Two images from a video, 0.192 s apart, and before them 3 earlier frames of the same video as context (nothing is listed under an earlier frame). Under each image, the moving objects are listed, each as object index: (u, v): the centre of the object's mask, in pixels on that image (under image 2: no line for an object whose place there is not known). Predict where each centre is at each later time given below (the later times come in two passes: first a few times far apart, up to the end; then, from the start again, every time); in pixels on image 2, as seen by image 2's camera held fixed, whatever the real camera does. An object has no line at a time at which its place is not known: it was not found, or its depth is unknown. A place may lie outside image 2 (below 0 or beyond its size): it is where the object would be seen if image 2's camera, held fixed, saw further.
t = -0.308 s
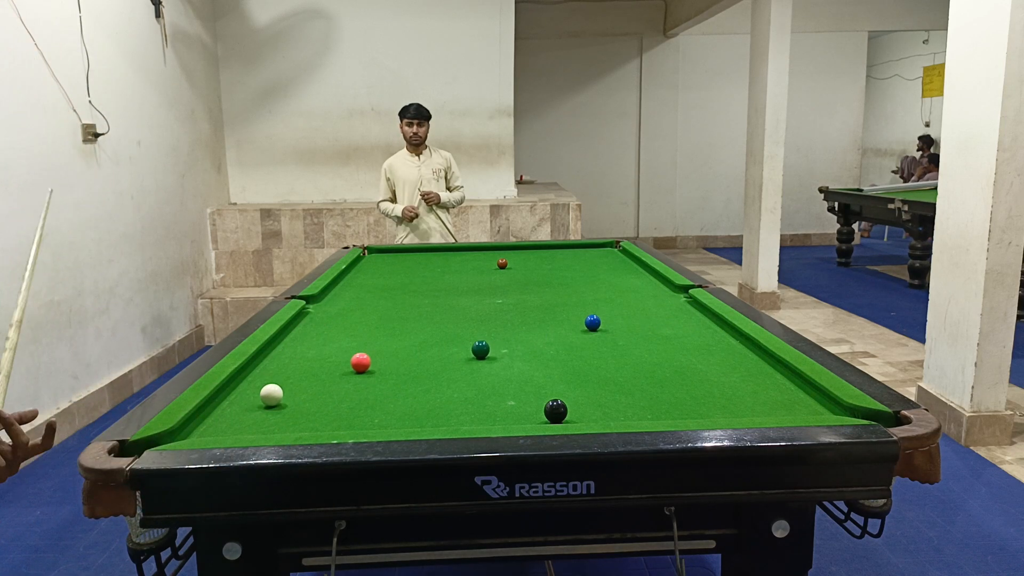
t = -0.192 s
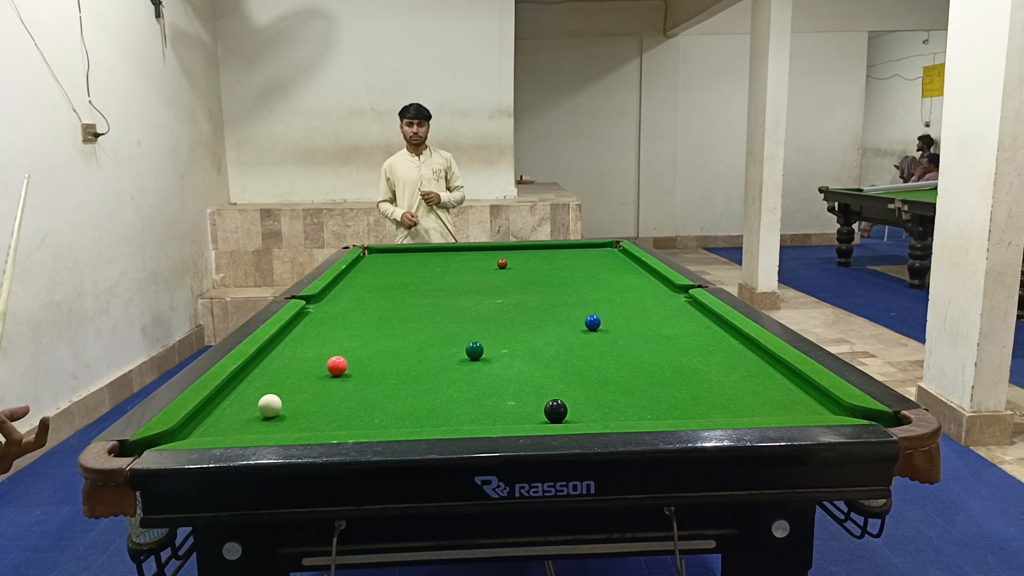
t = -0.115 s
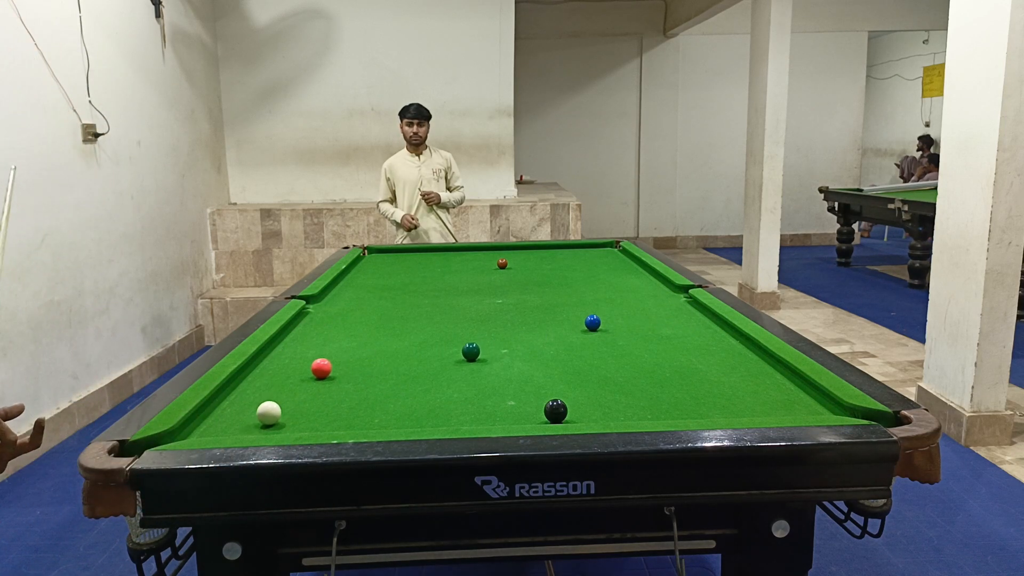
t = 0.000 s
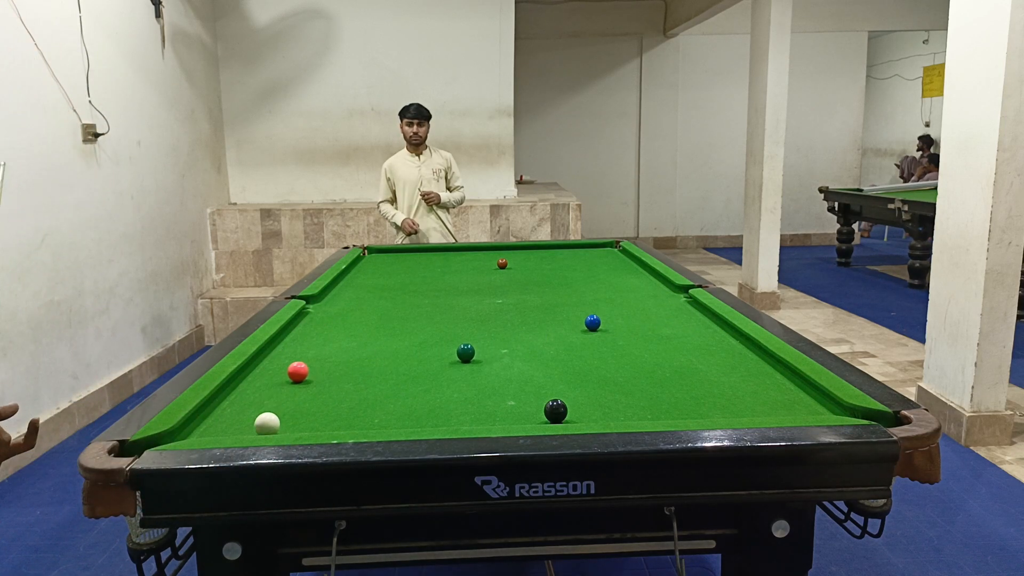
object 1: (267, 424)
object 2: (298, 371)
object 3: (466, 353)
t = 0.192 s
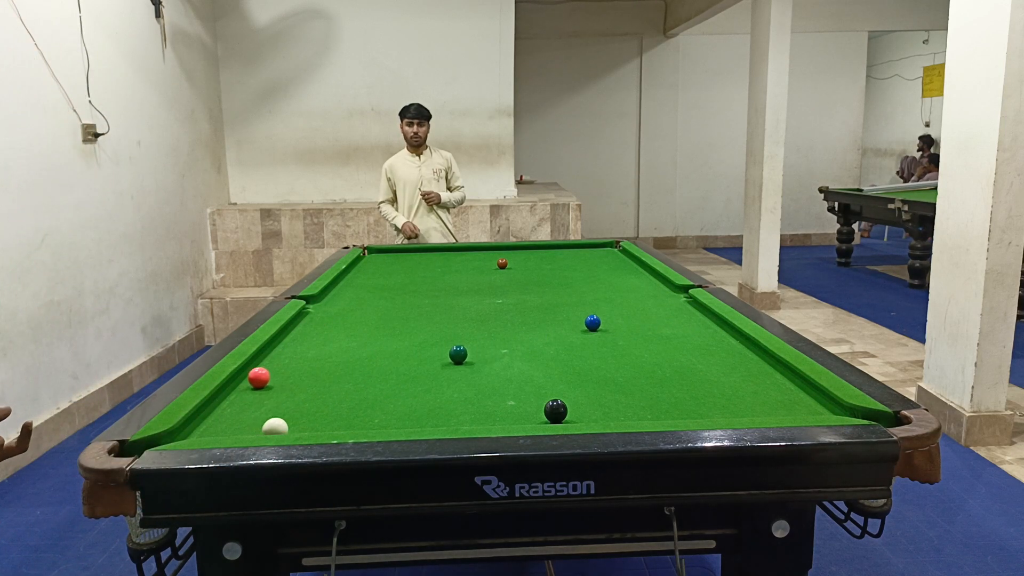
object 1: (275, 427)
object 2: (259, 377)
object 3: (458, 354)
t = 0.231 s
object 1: (280, 425)
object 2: (251, 379)
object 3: (457, 355)
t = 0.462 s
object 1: (305, 408)
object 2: (257, 382)
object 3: (450, 356)
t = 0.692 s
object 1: (326, 393)
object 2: (285, 383)
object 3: (446, 357)
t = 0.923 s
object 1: (344, 381)
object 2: (310, 385)
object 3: (443, 358)
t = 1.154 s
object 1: (358, 370)
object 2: (333, 387)
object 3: (442, 358)
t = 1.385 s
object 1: (370, 362)
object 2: (353, 389)
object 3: (442, 358)
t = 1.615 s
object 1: (380, 355)
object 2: (370, 390)
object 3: (442, 358)
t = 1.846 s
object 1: (388, 349)
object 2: (384, 391)
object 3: (442, 358)
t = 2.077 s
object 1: (395, 344)
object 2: (395, 392)
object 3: (442, 358)
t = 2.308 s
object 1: (400, 340)
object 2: (403, 393)
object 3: (442, 358)
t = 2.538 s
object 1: (405, 336)
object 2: (408, 394)
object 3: (442, 358)
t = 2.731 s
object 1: (408, 334)
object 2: (410, 394)
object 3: (442, 358)
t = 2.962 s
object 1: (411, 333)
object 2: (410, 394)
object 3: (442, 358)
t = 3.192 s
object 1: (413, 331)
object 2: (410, 394)
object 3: (442, 358)
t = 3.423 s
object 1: (415, 331)
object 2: (410, 394)
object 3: (442, 358)
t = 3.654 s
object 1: (415, 331)
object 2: (410, 394)
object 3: (442, 358)
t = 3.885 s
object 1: (415, 331)
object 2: (410, 394)
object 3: (442, 358)
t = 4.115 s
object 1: (415, 331)
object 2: (410, 394)
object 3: (442, 358)
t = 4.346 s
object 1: (415, 331)
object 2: (410, 394)
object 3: (442, 358)
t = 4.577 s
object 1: (415, 331)
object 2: (410, 394)
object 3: (442, 358)
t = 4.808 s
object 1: (415, 331)
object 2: (410, 394)
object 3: (442, 358)
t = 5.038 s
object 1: (415, 331)
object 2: (410, 394)
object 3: (442, 358)
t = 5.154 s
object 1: (415, 331)
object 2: (410, 394)
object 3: (442, 358)
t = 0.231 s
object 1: (280, 425)
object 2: (251, 379)
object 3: (457, 355)
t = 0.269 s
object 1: (284, 423)
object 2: (243, 380)
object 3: (456, 355)
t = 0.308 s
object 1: (289, 420)
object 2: (237, 381)
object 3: (454, 355)
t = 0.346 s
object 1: (293, 417)
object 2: (242, 381)
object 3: (453, 356)
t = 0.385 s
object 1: (297, 414)
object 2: (247, 381)
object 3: (452, 356)
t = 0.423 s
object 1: (301, 411)
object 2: (252, 382)
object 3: (451, 356)
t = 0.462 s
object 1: (305, 408)
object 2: (257, 382)
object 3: (450, 356)
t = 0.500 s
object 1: (309, 405)
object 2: (262, 382)
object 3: (449, 356)
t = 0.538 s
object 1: (312, 403)
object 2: (267, 382)
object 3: (449, 357)
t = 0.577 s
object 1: (316, 400)
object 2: (271, 383)
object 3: (448, 357)
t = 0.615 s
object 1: (320, 398)
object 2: (276, 383)
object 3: (447, 357)
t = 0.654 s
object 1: (323, 396)
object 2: (281, 383)
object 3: (446, 357)
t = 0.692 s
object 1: (326, 393)
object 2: (285, 383)
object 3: (446, 357)
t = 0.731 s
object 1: (329, 391)
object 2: (290, 384)
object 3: (445, 357)
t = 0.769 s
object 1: (333, 389)
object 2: (294, 384)
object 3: (445, 357)
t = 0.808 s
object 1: (335, 387)
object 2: (298, 384)
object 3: (444, 358)
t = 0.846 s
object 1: (338, 385)
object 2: (302, 385)
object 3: (443, 358)
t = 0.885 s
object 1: (341, 383)
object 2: (306, 385)
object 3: (443, 358)
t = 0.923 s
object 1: (344, 381)
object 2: (310, 385)
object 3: (443, 358)
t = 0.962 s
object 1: (346, 379)
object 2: (314, 386)
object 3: (443, 358)
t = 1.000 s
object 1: (349, 377)
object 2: (318, 386)
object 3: (443, 358)
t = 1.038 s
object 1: (351, 375)
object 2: (322, 386)
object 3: (443, 358)
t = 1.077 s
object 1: (354, 373)
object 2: (326, 386)
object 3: (442, 358)
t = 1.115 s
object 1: (356, 372)
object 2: (330, 387)
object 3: (442, 358)
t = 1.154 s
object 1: (358, 370)
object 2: (333, 387)
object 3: (442, 358)
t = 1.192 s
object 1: (360, 369)
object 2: (337, 387)
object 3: (442, 358)
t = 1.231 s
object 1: (363, 367)
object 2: (340, 387)
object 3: (442, 358)
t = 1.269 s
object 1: (364, 366)
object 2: (344, 388)
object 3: (442, 358)
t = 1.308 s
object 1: (366, 364)
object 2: (347, 388)
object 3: (442, 358)
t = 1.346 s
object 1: (368, 363)
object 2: (350, 388)
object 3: (442, 358)
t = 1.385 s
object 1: (370, 362)
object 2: (353, 389)
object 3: (442, 358)
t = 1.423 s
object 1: (372, 360)
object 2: (356, 389)
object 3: (442, 358)
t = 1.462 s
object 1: (374, 359)
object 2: (359, 389)
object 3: (442, 358)
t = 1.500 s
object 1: (375, 358)
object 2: (362, 389)
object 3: (442, 358)
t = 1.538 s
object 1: (377, 357)
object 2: (365, 390)
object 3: (442, 358)
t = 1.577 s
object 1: (379, 356)
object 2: (367, 390)
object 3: (442, 358)
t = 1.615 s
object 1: (380, 355)
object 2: (370, 390)
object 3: (442, 358)
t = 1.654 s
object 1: (382, 353)
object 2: (372, 390)
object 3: (442, 358)
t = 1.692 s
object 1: (383, 352)
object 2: (375, 391)
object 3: (442, 358)
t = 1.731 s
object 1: (385, 351)
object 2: (377, 391)
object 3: (442, 358)
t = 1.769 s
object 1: (386, 350)
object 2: (380, 391)
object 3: (442, 358)
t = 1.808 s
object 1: (387, 349)
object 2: (382, 391)
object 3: (442, 358)
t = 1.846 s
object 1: (388, 349)
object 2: (384, 391)
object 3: (442, 358)
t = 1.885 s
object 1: (390, 348)
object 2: (386, 392)
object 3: (442, 358)
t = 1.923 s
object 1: (391, 347)
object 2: (388, 392)
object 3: (442, 358)
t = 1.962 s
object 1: (392, 346)
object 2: (390, 392)
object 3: (442, 358)
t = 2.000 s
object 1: (393, 345)
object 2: (392, 392)
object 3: (442, 358)
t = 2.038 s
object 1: (394, 344)
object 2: (393, 392)
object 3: (442, 358)
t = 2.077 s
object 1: (395, 344)
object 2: (395, 392)
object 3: (442, 358)
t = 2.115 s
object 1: (396, 343)
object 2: (397, 393)
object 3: (442, 358)
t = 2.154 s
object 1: (397, 342)
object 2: (398, 393)
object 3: (442, 358)
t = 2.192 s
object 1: (398, 342)
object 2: (399, 393)
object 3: (442, 358)
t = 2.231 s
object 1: (399, 341)
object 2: (401, 393)
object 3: (442, 358)
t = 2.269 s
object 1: (400, 340)
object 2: (402, 393)
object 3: (442, 358)
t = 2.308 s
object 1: (400, 340)
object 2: (403, 393)
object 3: (442, 358)
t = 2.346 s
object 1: (401, 339)
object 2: (404, 393)
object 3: (442, 358)
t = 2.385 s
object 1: (402, 338)
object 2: (405, 394)
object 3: (442, 358)
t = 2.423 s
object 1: (403, 338)
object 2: (406, 394)
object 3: (442, 358)
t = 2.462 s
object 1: (404, 337)
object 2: (406, 394)
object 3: (442, 358)
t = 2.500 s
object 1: (404, 337)
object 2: (407, 394)
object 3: (442, 358)
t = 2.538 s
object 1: (405, 336)
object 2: (408, 394)
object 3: (442, 358)
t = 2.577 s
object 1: (406, 336)
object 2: (408, 394)
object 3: (442, 358)
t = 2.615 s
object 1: (406, 336)
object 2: (409, 394)
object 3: (442, 358)
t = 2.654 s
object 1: (407, 335)
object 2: (409, 394)
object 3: (442, 358)
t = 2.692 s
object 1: (407, 335)
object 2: (410, 394)
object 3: (442, 358)
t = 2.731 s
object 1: (408, 334)
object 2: (410, 394)
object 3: (442, 358)
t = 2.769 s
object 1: (408, 334)
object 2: (410, 394)
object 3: (442, 358)
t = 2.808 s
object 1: (409, 334)
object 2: (410, 394)
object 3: (442, 358)
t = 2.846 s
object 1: (409, 333)
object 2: (410, 394)
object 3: (442, 358)
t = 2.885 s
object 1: (410, 333)
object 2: (410, 394)
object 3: (442, 358)
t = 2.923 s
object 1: (410, 333)
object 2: (410, 394)
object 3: (442, 358)
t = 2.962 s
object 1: (411, 333)
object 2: (410, 394)
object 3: (442, 358)
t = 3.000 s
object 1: (411, 332)
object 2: (410, 394)
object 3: (442, 358)
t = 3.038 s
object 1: (412, 332)
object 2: (410, 394)
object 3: (442, 358)
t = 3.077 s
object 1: (412, 332)
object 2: (410, 394)
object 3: (442, 358)
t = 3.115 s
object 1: (412, 332)
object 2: (410, 394)
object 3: (442, 358)
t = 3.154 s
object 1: (413, 332)
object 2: (410, 394)
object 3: (442, 358)
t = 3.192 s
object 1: (413, 331)
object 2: (410, 394)
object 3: (442, 358)
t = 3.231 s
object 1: (414, 331)
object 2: (410, 394)
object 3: (442, 358)
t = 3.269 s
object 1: (414, 331)
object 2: (410, 394)
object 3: (442, 358)
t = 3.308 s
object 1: (414, 331)
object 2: (410, 394)
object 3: (442, 358)
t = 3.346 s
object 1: (415, 331)
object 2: (410, 394)
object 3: (442, 358)
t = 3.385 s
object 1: (415, 331)
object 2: (410, 394)
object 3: (442, 358)
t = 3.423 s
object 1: (415, 331)
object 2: (410, 394)
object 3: (442, 358)
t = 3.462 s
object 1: (415, 331)
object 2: (410, 394)
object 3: (442, 358)
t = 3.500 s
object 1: (415, 331)
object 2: (410, 394)
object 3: (442, 358)
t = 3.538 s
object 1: (415, 331)
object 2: (410, 394)
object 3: (442, 358)
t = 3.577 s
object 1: (415, 331)
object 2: (410, 394)
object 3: (442, 358)
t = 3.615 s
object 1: (415, 331)
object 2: (410, 394)
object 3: (442, 358)
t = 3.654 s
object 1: (415, 331)
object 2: (410, 394)
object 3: (442, 358)
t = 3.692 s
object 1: (415, 331)
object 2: (410, 394)
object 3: (442, 358)
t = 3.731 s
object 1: (415, 331)
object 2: (410, 394)
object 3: (442, 358)
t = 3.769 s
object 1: (415, 331)
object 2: (410, 394)
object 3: (442, 358)
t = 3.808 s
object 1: (415, 331)
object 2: (410, 394)
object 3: (442, 358)
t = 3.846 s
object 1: (415, 331)
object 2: (410, 394)
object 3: (442, 358)
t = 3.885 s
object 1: (415, 331)
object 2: (410, 394)
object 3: (442, 358)
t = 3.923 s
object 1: (415, 331)
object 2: (410, 394)
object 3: (442, 358)
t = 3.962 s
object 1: (415, 331)
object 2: (410, 394)
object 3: (442, 358)
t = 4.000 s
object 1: (415, 331)
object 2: (410, 394)
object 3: (442, 358)
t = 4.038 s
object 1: (415, 331)
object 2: (410, 394)
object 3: (442, 358)
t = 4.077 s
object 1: (415, 331)
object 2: (410, 394)
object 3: (442, 358)
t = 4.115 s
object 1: (415, 331)
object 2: (410, 394)
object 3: (442, 358)
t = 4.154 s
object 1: (415, 331)
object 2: (410, 394)
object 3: (442, 358)
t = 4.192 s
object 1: (415, 331)
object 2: (410, 394)
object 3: (442, 358)
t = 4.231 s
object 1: (415, 331)
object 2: (410, 394)
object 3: (442, 358)
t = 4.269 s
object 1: (415, 331)
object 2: (410, 394)
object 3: (442, 358)
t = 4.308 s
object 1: (415, 331)
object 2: (410, 394)
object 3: (442, 358)
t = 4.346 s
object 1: (415, 331)
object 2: (410, 394)
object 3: (442, 358)
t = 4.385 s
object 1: (415, 331)
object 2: (410, 394)
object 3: (442, 358)
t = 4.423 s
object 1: (415, 331)
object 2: (410, 394)
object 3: (442, 358)
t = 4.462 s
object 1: (415, 331)
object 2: (410, 394)
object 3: (442, 358)
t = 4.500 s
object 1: (415, 331)
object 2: (410, 394)
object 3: (442, 358)
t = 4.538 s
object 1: (415, 331)
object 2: (410, 394)
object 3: (442, 358)
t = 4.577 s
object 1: (415, 331)
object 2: (410, 394)
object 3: (442, 358)
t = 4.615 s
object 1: (415, 331)
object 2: (410, 394)
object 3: (442, 358)
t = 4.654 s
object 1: (415, 331)
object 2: (410, 394)
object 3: (442, 358)
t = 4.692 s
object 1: (415, 331)
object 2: (410, 394)
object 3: (442, 358)
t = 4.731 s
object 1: (415, 331)
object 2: (410, 394)
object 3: (442, 358)
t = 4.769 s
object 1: (415, 331)
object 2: (410, 394)
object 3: (442, 358)
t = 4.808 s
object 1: (415, 331)
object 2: (410, 394)
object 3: (442, 358)
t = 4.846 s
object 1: (415, 331)
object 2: (410, 394)
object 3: (442, 358)
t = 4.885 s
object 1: (415, 331)
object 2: (410, 394)
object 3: (442, 358)
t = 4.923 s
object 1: (415, 331)
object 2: (410, 394)
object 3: (442, 358)
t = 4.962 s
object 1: (415, 331)
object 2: (410, 394)
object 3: (442, 358)
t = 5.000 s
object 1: (415, 331)
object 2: (410, 394)
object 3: (442, 358)
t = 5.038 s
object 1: (415, 331)
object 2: (410, 394)
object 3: (442, 358)
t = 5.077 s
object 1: (415, 331)
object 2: (410, 394)
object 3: (442, 358)
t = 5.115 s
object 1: (415, 331)
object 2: (410, 394)
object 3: (442, 358)
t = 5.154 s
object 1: (415, 331)
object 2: (410, 394)
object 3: (442, 358)
